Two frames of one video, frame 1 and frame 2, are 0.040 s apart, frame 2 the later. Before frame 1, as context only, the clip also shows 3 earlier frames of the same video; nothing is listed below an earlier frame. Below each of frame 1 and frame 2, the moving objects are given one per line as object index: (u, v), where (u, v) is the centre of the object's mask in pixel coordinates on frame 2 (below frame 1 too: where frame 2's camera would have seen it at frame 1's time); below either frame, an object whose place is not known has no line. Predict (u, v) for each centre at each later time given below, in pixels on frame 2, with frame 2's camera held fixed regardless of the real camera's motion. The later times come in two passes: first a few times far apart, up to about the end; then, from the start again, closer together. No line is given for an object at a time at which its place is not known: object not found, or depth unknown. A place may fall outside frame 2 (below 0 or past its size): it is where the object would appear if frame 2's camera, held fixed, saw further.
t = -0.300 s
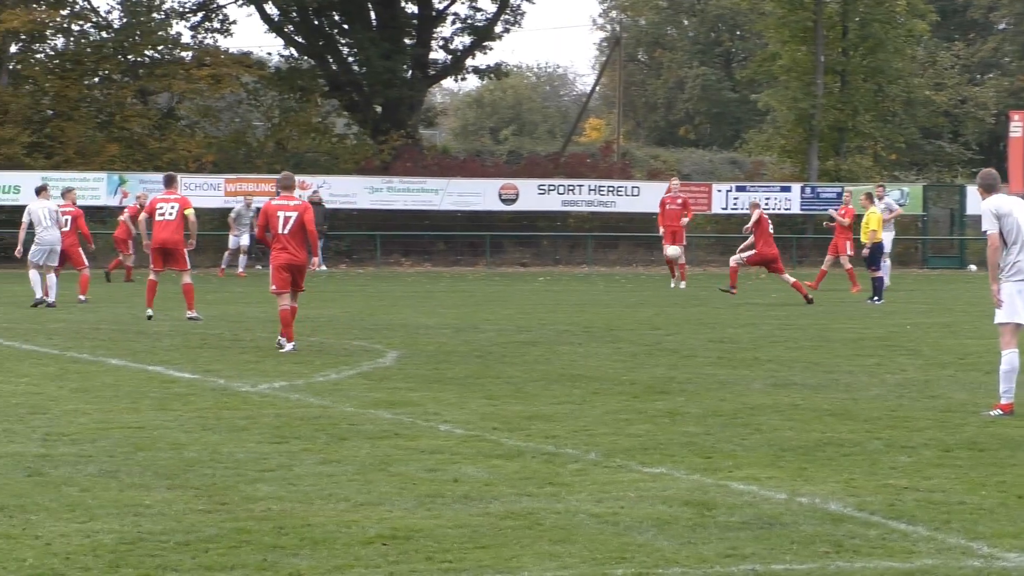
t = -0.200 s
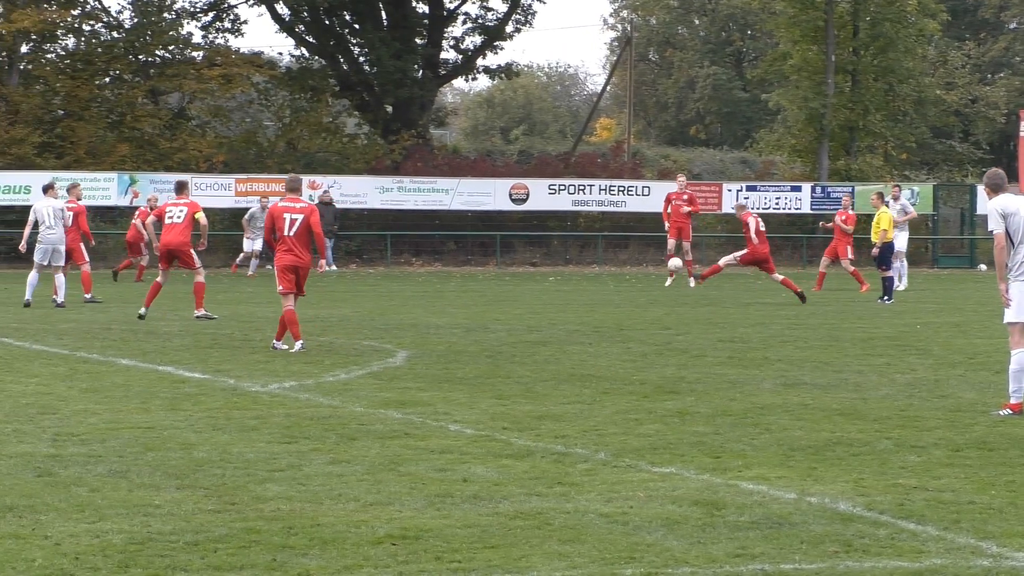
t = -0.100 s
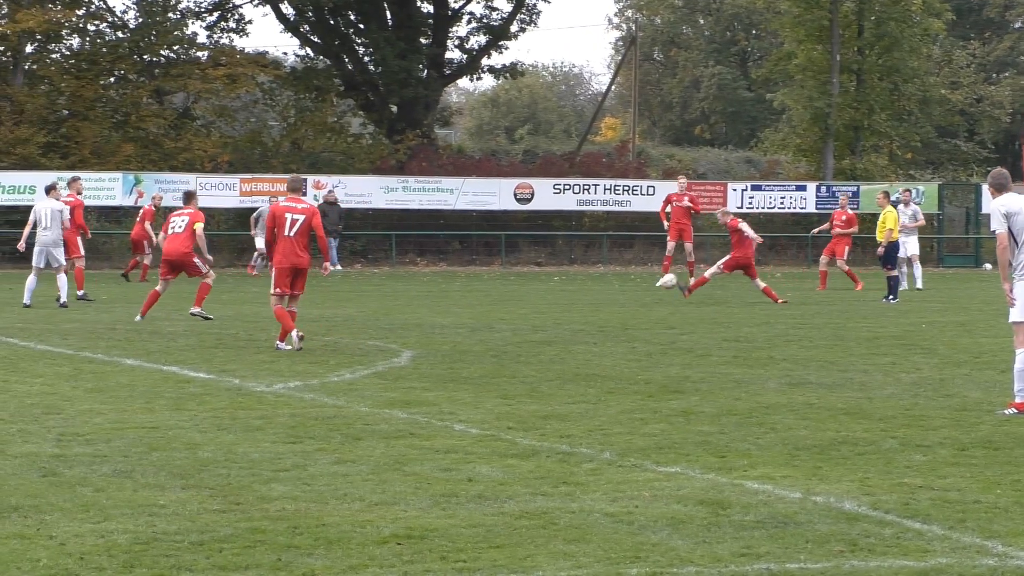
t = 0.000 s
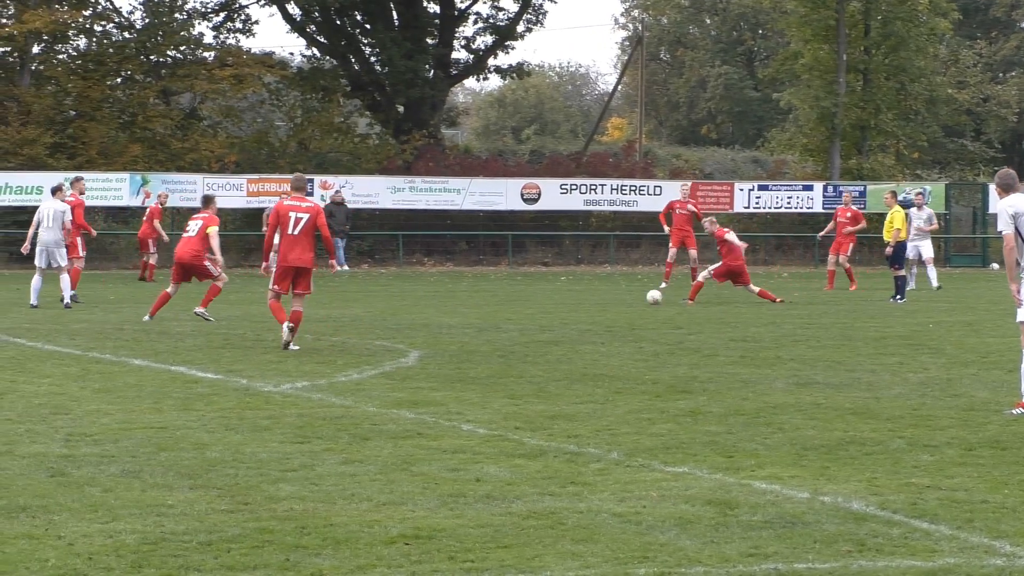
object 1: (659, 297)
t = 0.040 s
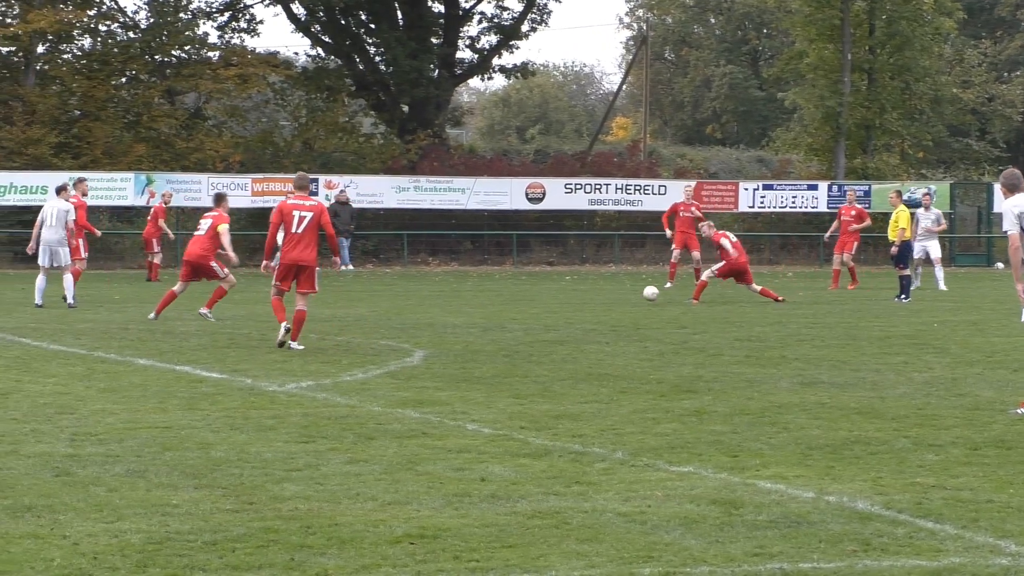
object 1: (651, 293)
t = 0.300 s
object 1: (599, 297)
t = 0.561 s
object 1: (551, 301)
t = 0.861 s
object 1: (496, 306)
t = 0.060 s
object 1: (647, 292)
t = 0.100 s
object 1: (639, 290)
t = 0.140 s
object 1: (631, 289)
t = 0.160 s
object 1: (627, 289)
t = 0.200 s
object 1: (619, 290)
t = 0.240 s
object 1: (611, 292)
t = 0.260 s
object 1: (607, 293)
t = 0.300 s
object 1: (599, 297)
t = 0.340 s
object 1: (591, 301)
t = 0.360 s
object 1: (587, 302)
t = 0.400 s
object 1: (580, 300)
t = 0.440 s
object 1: (573, 299)
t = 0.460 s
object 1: (569, 299)
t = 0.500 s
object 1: (562, 299)
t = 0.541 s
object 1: (555, 300)
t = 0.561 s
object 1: (551, 301)
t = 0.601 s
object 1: (544, 303)
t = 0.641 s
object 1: (537, 304)
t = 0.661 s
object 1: (533, 304)
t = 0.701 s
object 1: (525, 303)
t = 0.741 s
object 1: (518, 303)
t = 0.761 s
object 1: (514, 303)
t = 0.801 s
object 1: (507, 305)
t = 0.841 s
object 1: (500, 306)
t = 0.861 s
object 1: (496, 306)
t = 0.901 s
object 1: (489, 306)
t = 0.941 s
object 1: (482, 305)
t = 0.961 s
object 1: (478, 306)
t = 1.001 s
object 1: (471, 306)
